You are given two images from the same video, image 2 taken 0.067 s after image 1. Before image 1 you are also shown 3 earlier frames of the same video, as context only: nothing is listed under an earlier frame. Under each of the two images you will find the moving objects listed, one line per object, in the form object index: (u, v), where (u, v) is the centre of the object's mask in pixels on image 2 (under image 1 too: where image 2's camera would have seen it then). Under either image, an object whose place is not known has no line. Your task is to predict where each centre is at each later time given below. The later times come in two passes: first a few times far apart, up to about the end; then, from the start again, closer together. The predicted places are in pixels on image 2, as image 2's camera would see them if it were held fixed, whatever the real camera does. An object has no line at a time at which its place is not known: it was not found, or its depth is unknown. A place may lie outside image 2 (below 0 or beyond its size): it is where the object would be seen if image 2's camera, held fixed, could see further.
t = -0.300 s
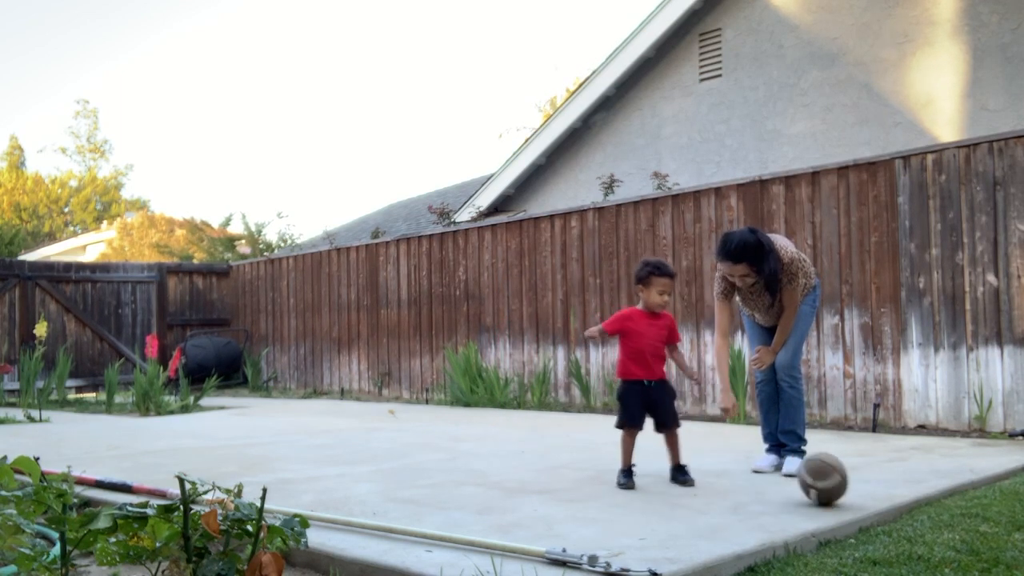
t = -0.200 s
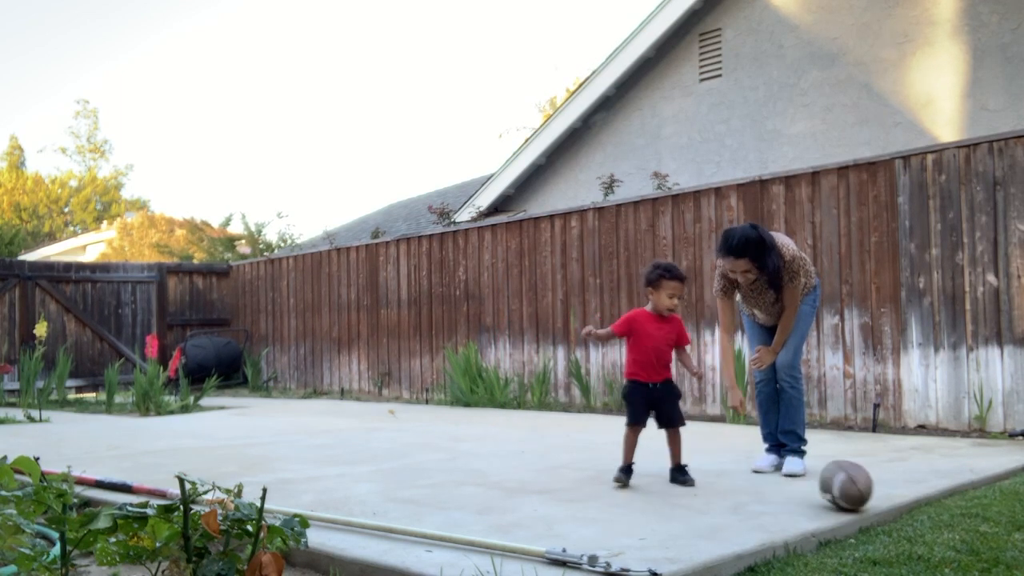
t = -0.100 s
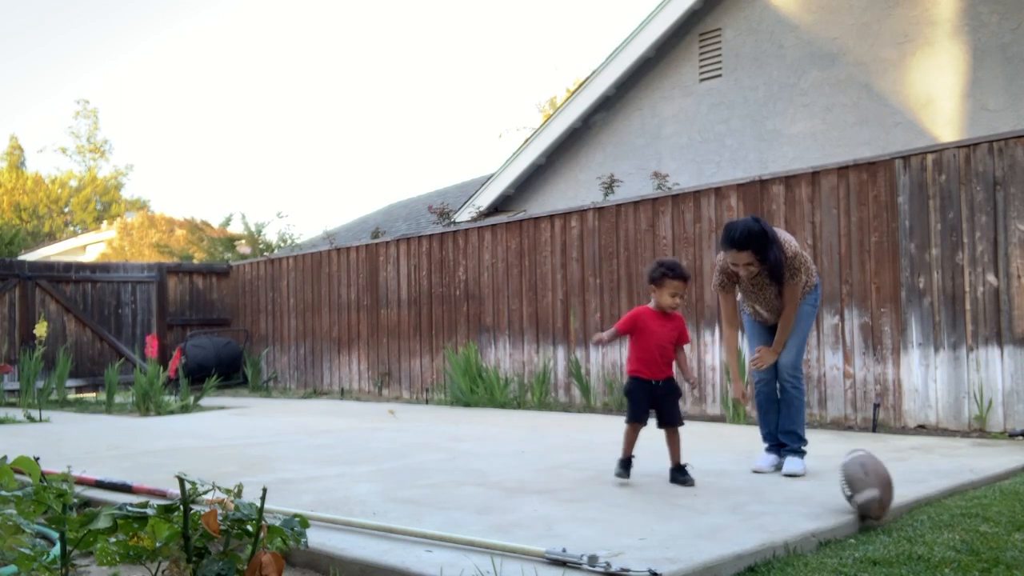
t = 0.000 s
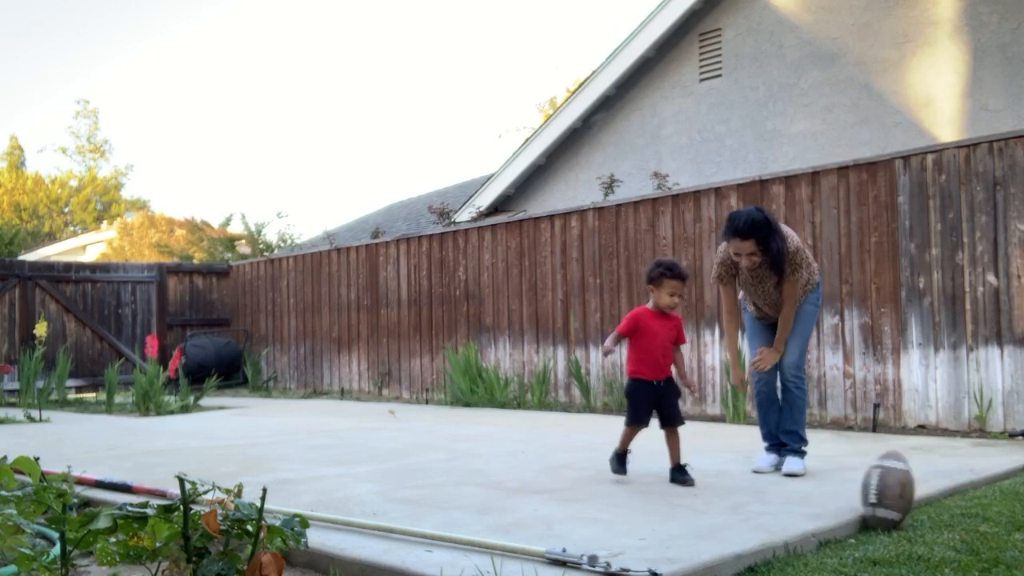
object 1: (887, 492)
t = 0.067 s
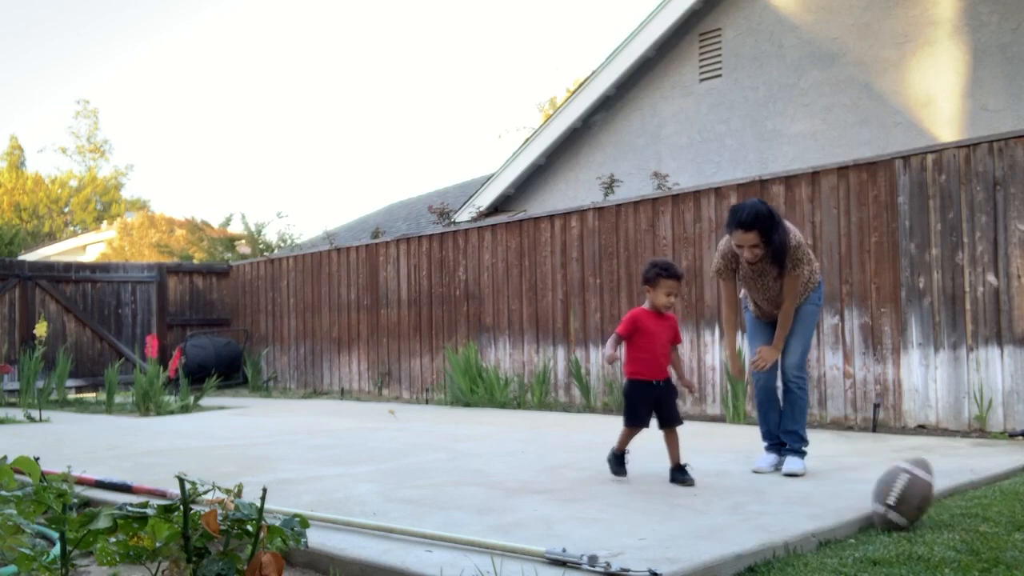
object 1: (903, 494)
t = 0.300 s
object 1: (951, 502)
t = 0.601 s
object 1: (957, 509)
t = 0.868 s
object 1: (949, 510)
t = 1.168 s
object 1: (949, 510)
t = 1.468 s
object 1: (950, 510)
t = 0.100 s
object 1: (911, 498)
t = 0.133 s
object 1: (919, 502)
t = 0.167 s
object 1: (926, 506)
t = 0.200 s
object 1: (934, 506)
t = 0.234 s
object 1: (940, 505)
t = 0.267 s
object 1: (946, 503)
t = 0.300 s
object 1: (951, 502)
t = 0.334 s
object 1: (955, 502)
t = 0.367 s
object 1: (958, 502)
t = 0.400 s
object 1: (961, 503)
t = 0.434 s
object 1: (962, 503)
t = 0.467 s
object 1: (962, 504)
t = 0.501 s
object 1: (962, 506)
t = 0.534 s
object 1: (961, 507)
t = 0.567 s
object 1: (958, 508)
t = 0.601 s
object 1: (957, 509)
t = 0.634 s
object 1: (954, 510)
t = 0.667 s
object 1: (952, 510)
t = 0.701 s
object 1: (951, 510)
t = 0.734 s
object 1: (950, 510)
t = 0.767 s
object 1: (949, 510)
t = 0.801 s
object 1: (948, 510)
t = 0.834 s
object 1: (949, 510)
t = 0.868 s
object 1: (949, 510)
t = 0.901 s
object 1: (949, 510)
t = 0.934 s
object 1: (949, 510)
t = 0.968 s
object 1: (949, 510)
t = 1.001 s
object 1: (949, 510)
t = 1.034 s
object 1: (949, 510)
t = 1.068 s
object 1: (949, 510)
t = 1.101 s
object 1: (949, 510)
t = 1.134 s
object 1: (949, 510)
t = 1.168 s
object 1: (949, 510)
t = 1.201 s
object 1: (949, 510)
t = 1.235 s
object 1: (949, 510)
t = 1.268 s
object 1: (949, 510)
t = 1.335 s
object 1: (950, 510)
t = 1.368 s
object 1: (950, 510)
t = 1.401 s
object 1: (950, 510)
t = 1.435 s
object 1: (950, 510)
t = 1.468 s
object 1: (950, 510)
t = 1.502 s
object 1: (950, 510)
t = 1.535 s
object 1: (950, 510)
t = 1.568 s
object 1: (950, 510)
